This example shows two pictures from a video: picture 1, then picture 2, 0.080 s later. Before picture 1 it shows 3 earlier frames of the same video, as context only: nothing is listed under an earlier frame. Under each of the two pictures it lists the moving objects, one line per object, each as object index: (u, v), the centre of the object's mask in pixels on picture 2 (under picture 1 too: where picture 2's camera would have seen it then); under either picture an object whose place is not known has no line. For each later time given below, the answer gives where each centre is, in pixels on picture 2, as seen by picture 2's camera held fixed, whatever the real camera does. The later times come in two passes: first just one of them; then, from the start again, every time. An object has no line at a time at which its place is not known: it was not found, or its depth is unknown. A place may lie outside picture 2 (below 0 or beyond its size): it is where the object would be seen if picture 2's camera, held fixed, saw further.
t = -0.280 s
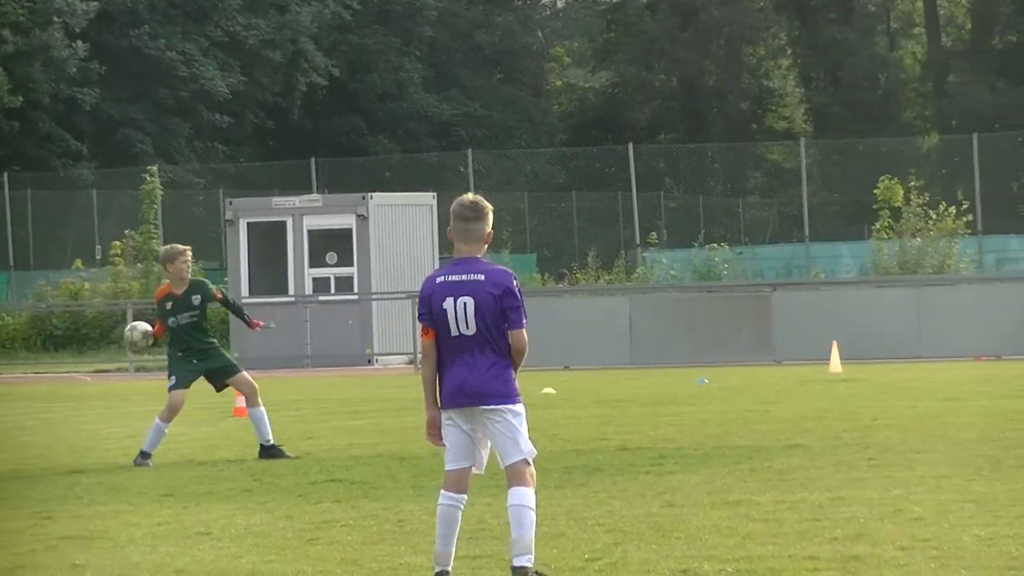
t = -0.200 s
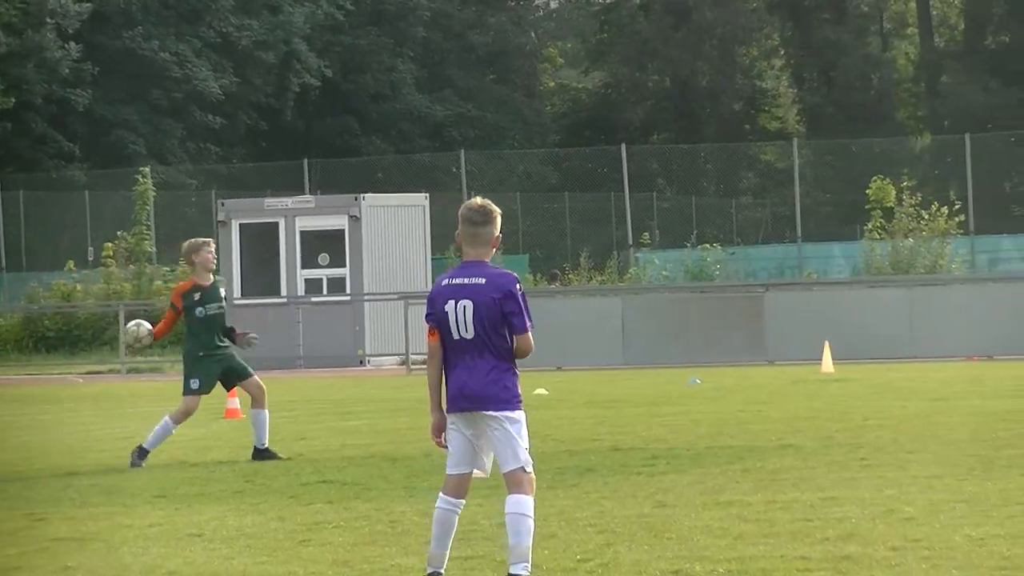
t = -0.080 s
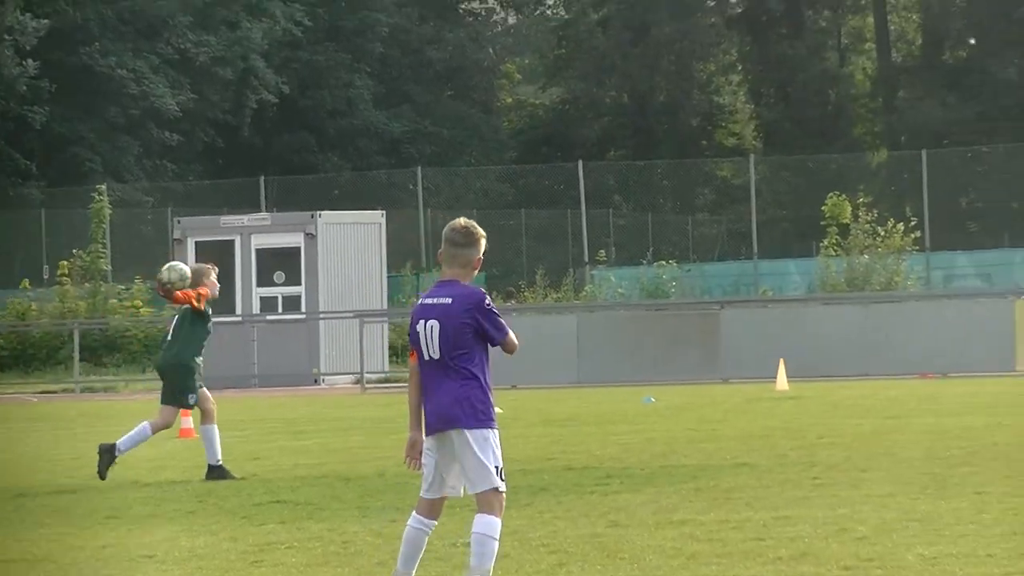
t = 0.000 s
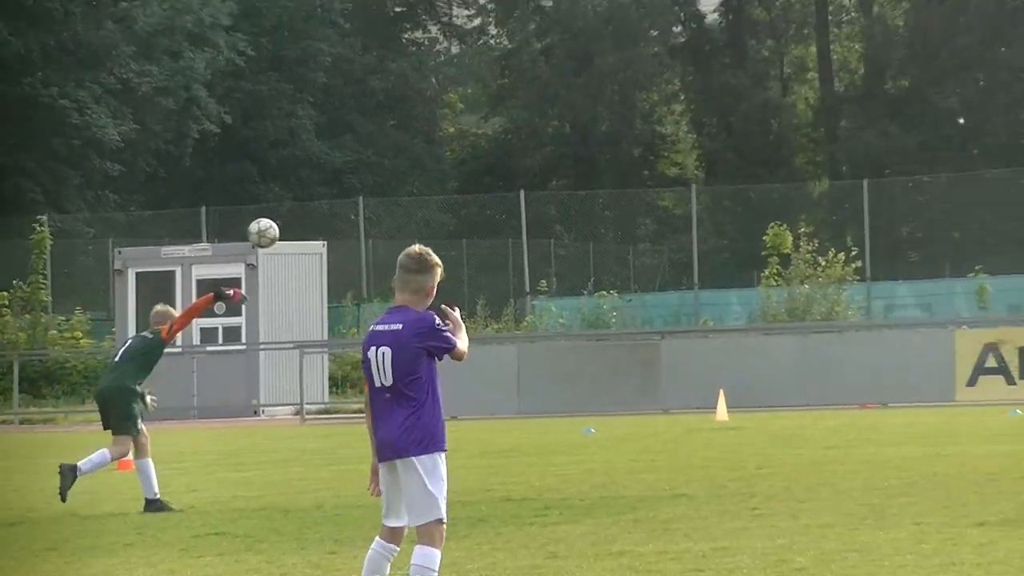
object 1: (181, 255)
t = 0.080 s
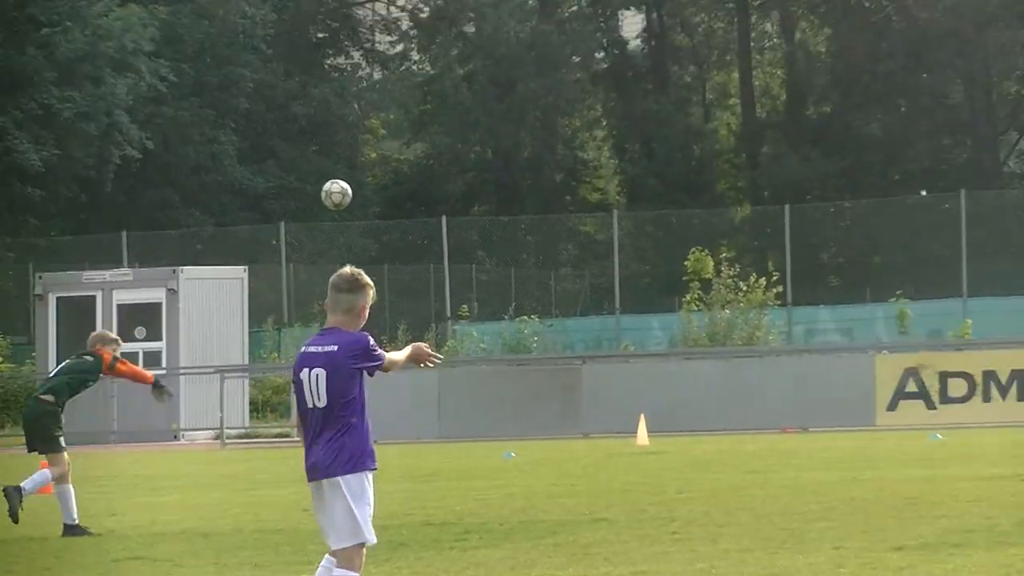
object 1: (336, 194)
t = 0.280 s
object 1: (710, 75)
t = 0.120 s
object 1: (412, 166)
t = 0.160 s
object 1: (487, 140)
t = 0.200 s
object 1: (560, 115)
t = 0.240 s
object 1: (635, 94)
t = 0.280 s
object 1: (710, 75)
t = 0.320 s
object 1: (785, 55)
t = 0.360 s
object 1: (859, 39)
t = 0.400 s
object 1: (935, 22)
